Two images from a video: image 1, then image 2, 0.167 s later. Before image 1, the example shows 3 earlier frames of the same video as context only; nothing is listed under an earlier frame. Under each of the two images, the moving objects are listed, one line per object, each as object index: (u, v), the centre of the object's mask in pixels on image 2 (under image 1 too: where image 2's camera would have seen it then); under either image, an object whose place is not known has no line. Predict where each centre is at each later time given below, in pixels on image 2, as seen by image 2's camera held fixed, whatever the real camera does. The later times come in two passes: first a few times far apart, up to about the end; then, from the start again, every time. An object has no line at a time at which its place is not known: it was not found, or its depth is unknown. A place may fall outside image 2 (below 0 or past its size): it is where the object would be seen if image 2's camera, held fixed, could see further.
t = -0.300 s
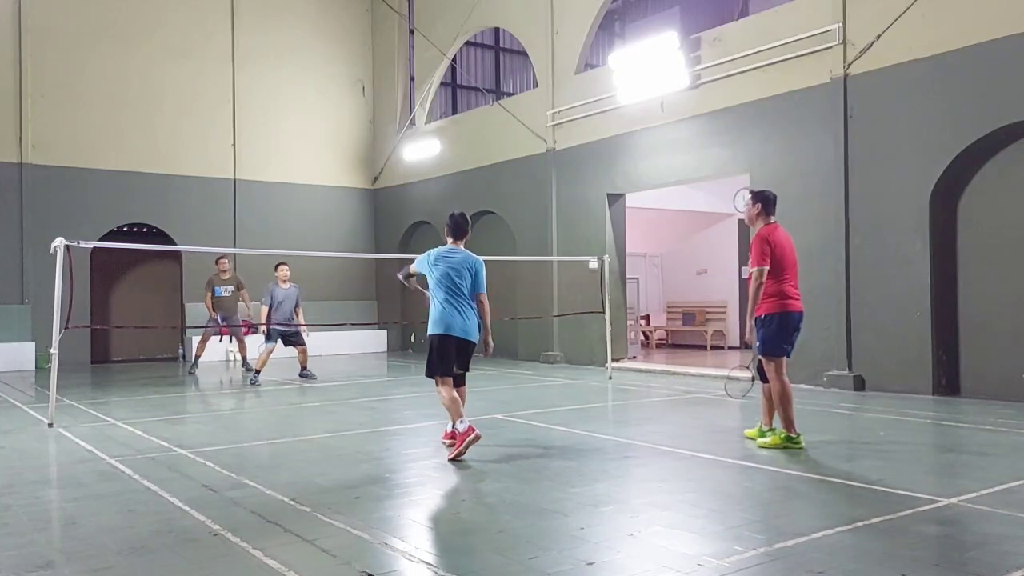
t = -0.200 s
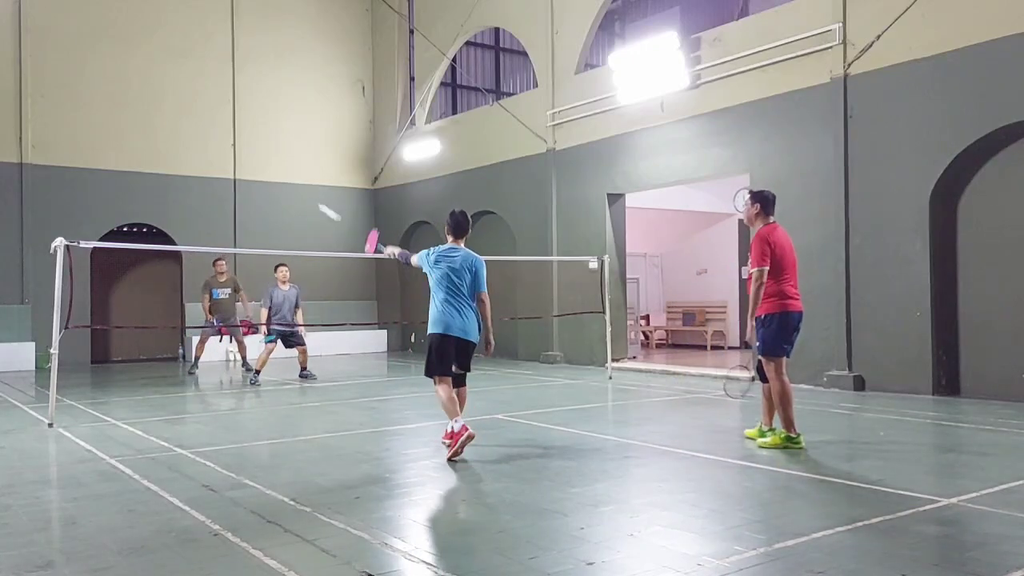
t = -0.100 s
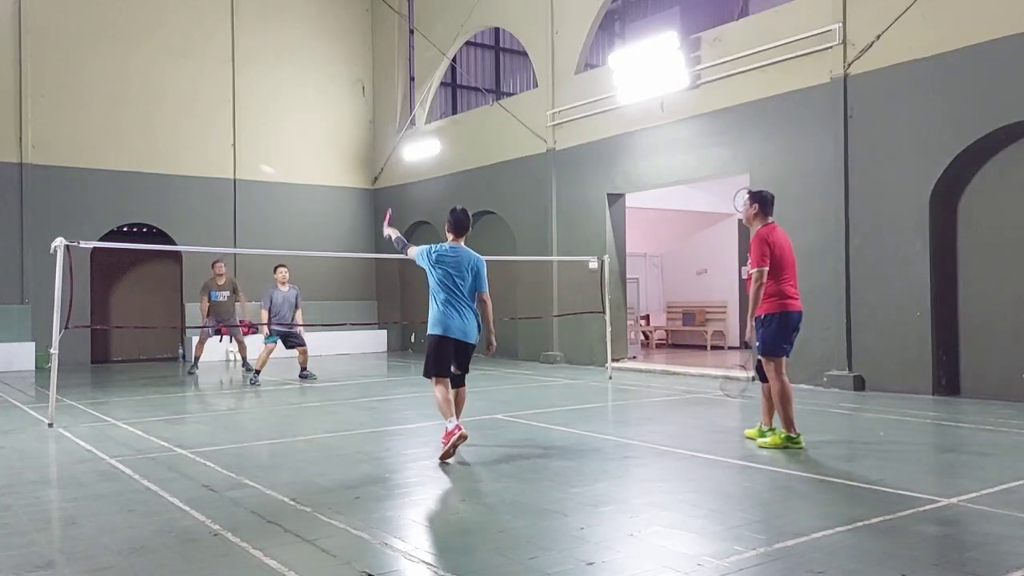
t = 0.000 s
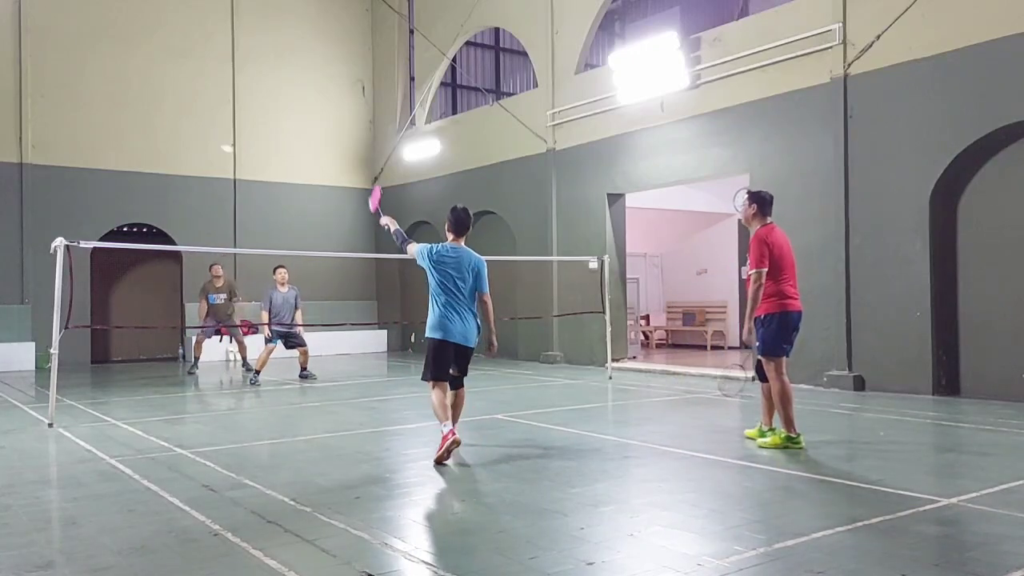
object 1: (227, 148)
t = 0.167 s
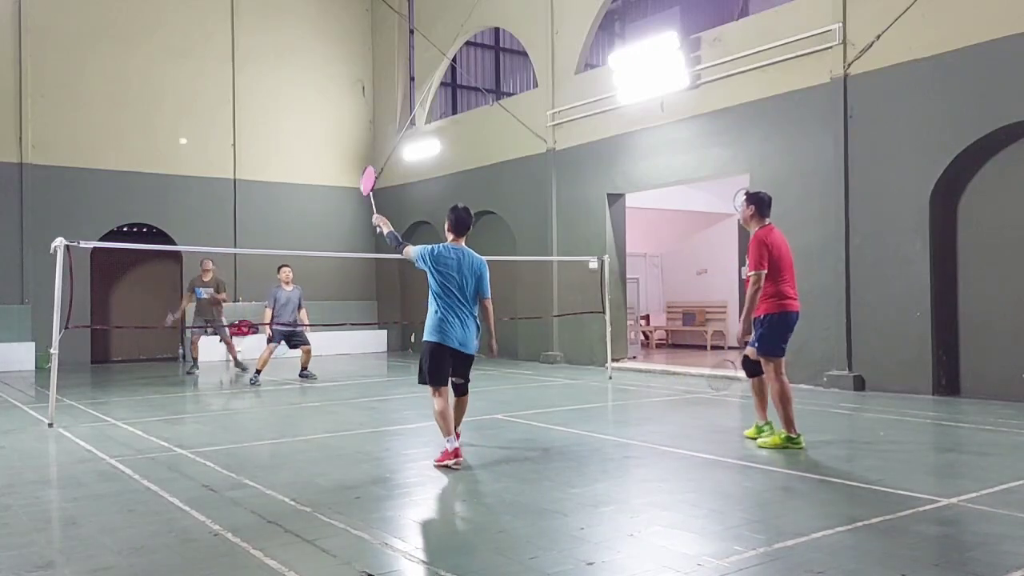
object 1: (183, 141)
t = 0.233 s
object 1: (170, 144)
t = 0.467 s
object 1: (137, 176)
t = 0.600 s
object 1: (125, 206)
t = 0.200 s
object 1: (176, 142)
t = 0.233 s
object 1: (170, 144)
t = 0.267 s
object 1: (164, 147)
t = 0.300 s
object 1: (159, 151)
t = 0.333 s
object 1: (154, 155)
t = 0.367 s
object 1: (149, 159)
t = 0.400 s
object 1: (145, 164)
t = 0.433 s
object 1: (140, 170)
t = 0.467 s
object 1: (137, 176)
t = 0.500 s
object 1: (134, 183)
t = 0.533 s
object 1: (131, 191)
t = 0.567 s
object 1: (128, 198)
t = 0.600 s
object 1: (125, 206)
